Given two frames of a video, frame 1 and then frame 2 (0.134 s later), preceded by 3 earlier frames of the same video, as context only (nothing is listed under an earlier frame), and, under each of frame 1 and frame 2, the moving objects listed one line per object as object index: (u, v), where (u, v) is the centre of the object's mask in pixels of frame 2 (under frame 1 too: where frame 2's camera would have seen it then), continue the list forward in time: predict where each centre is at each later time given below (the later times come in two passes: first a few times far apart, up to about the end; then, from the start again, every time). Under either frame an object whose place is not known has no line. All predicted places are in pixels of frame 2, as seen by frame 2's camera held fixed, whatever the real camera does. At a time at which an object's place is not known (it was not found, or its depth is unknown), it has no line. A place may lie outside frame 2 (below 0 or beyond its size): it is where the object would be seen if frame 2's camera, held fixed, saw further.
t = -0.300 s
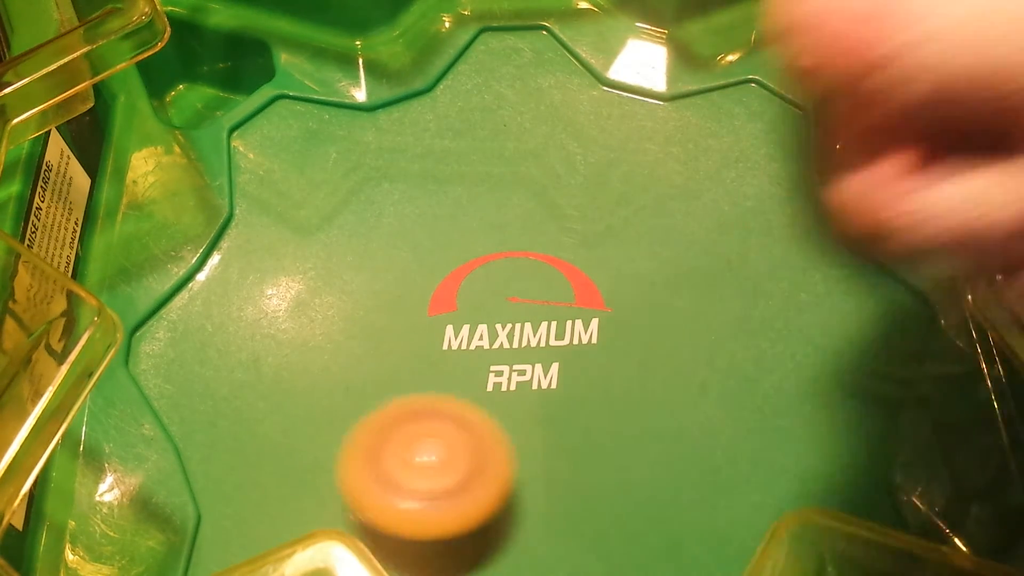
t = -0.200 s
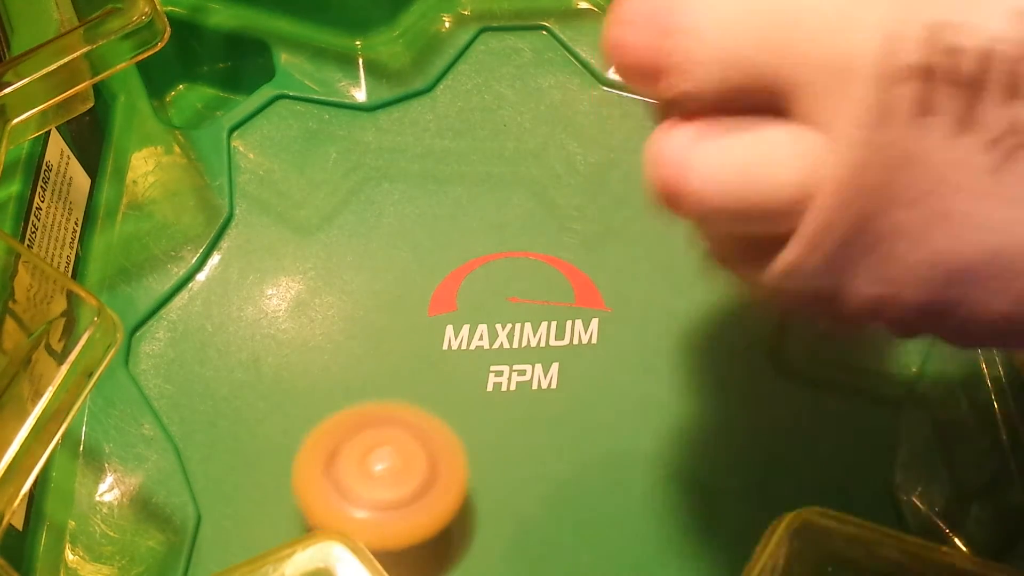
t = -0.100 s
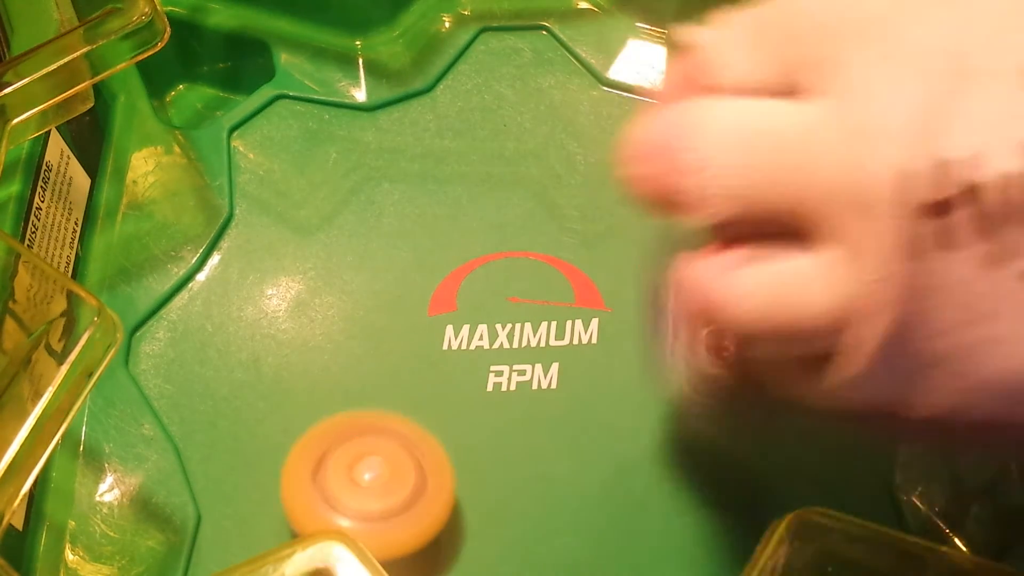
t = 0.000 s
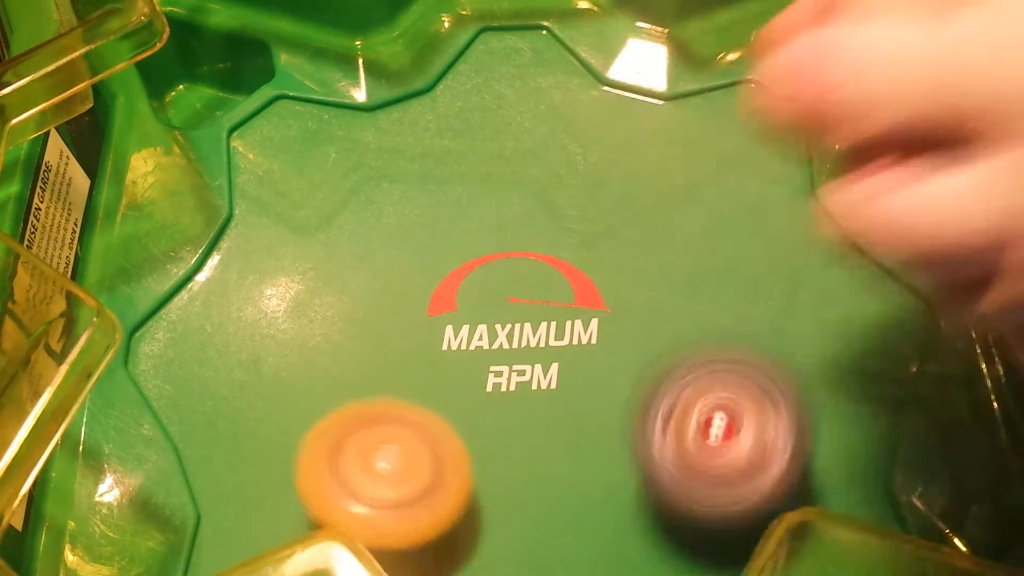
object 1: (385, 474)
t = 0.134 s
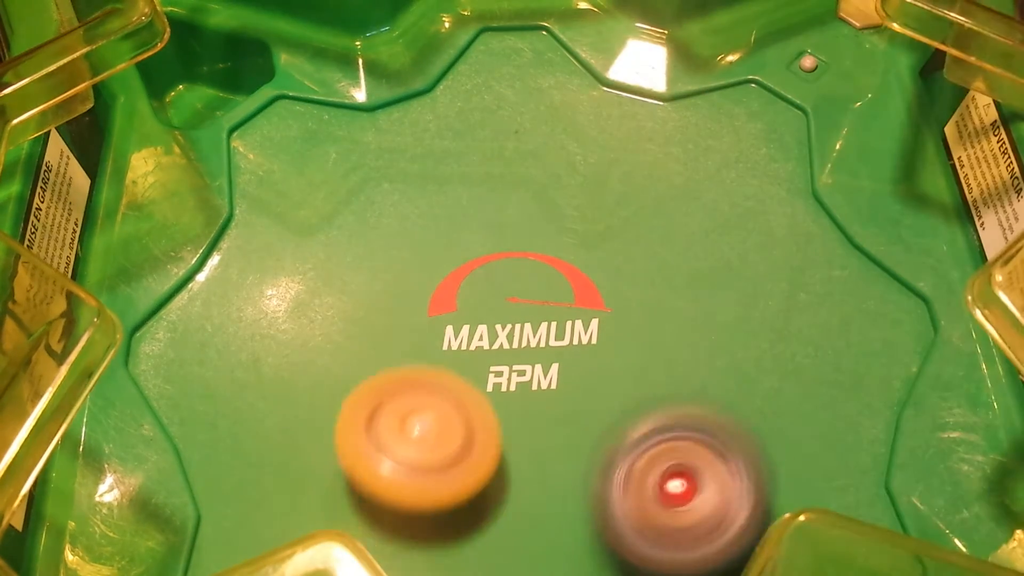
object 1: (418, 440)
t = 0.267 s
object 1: (417, 367)
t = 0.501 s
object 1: (374, 262)
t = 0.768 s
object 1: (337, 255)
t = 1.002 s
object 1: (421, 268)
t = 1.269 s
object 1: (471, 170)
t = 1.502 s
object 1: (517, 186)
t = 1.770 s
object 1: (592, 225)
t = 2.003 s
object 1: (659, 250)
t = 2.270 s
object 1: (704, 293)
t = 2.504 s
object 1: (725, 360)
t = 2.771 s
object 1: (685, 425)
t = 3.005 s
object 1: (612, 469)
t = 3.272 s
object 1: (515, 483)
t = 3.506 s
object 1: (443, 465)
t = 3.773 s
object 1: (396, 405)
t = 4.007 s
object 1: (385, 336)
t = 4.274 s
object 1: (374, 271)
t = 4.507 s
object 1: (365, 263)
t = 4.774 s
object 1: (451, 257)
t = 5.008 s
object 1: (564, 244)
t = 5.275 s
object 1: (629, 225)
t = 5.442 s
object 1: (650, 242)
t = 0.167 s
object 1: (421, 424)
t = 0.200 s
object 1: (421, 407)
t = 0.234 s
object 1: (419, 387)
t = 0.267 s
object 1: (417, 367)
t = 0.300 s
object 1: (415, 347)
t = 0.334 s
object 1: (410, 331)
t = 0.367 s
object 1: (408, 315)
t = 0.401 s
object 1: (402, 302)
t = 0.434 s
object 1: (394, 289)
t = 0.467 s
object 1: (384, 275)
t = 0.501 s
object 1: (374, 262)
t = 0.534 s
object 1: (363, 253)
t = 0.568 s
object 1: (354, 248)
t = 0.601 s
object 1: (346, 246)
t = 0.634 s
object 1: (339, 245)
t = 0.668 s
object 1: (334, 246)
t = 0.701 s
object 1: (332, 249)
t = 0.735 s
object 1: (332, 252)
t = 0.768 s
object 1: (337, 255)
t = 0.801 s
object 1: (346, 258)
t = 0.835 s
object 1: (356, 261)
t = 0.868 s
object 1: (367, 263)
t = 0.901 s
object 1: (381, 265)
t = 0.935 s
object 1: (394, 266)
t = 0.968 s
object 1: (408, 267)
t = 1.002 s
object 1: (421, 268)
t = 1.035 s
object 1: (435, 267)
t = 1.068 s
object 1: (442, 253)
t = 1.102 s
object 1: (440, 223)
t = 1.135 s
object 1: (444, 199)
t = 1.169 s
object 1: (453, 184)
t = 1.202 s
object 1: (459, 175)
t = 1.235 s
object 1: (465, 171)
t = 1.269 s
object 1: (471, 170)
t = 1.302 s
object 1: (477, 170)
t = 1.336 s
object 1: (482, 171)
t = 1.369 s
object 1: (489, 173)
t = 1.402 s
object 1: (496, 175)
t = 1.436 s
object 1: (502, 179)
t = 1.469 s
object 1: (509, 182)
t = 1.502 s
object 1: (517, 186)
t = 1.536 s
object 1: (525, 190)
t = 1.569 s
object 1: (534, 195)
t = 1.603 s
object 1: (544, 200)
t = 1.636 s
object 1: (553, 206)
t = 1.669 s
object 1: (563, 211)
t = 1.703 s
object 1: (573, 216)
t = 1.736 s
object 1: (583, 221)
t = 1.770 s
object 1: (592, 225)
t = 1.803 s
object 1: (602, 229)
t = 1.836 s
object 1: (611, 233)
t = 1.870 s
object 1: (620, 237)
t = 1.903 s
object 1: (628, 241)
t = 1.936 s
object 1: (637, 244)
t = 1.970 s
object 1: (647, 247)
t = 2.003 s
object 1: (659, 250)
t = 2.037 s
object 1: (671, 252)
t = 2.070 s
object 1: (684, 255)
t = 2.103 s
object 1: (695, 258)
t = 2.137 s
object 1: (701, 262)
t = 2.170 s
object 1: (704, 269)
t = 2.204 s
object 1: (705, 276)
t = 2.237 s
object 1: (705, 285)
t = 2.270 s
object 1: (704, 293)
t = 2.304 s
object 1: (703, 301)
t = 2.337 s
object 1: (705, 309)
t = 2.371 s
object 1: (716, 318)
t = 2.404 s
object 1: (723, 330)
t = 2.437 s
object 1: (726, 341)
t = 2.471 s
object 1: (727, 351)
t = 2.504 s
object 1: (725, 360)
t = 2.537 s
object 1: (723, 369)
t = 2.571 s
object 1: (720, 377)
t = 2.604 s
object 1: (716, 386)
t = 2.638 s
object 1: (712, 395)
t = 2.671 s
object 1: (706, 403)
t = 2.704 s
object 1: (699, 410)
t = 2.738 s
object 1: (692, 418)
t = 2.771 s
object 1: (685, 425)
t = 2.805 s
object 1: (676, 432)
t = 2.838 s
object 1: (667, 440)
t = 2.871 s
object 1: (657, 446)
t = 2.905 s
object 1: (647, 453)
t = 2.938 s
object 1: (635, 459)
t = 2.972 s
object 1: (624, 464)
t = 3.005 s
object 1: (612, 469)
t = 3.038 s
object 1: (600, 473)
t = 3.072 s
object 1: (588, 477)
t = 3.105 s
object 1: (575, 479)
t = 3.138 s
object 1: (564, 480)
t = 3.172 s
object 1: (552, 481)
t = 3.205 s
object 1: (539, 482)
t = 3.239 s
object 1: (527, 483)
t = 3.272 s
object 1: (515, 483)
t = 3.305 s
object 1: (503, 483)
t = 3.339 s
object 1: (492, 482)
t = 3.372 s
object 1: (481, 480)
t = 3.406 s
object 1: (471, 477)
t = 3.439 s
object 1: (461, 474)
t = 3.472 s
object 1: (451, 470)
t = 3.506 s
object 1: (443, 465)
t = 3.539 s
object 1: (435, 459)
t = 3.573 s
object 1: (428, 453)
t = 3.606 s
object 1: (421, 446)
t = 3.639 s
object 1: (415, 439)
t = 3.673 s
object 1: (409, 431)
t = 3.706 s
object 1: (404, 423)
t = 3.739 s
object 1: (400, 414)
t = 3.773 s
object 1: (396, 405)
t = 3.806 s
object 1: (392, 396)
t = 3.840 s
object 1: (390, 388)
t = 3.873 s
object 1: (388, 378)
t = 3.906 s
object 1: (386, 367)
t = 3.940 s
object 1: (385, 356)
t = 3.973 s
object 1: (384, 346)
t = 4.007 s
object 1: (385, 336)
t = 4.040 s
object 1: (385, 326)
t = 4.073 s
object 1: (385, 315)
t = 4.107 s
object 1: (386, 306)
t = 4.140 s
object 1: (388, 297)
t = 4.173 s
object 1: (390, 288)
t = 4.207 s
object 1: (394, 279)
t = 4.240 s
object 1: (394, 272)
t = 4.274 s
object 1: (374, 271)
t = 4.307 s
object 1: (360, 268)
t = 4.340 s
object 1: (356, 266)
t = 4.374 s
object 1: (355, 265)
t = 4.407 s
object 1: (356, 264)
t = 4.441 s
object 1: (359, 264)
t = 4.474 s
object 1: (362, 263)
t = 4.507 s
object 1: (365, 263)
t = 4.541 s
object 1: (371, 262)
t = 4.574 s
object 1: (377, 262)
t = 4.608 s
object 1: (386, 261)
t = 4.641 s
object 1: (396, 260)
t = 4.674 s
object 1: (407, 260)
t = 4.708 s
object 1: (420, 259)
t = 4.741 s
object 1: (435, 258)
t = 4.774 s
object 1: (451, 257)
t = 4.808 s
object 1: (467, 256)
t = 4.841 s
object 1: (482, 255)
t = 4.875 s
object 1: (498, 253)
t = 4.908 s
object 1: (515, 251)
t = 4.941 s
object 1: (533, 249)
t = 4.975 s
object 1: (548, 247)
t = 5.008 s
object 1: (564, 244)
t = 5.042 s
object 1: (575, 239)
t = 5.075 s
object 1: (582, 231)
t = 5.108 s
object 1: (592, 225)
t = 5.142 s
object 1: (601, 223)
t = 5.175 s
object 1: (609, 223)
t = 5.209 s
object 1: (617, 223)
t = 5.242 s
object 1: (623, 223)
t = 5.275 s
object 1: (629, 225)
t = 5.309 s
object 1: (635, 227)
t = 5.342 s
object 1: (639, 230)
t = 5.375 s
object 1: (643, 233)
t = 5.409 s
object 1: (646, 237)
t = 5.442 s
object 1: (650, 242)
